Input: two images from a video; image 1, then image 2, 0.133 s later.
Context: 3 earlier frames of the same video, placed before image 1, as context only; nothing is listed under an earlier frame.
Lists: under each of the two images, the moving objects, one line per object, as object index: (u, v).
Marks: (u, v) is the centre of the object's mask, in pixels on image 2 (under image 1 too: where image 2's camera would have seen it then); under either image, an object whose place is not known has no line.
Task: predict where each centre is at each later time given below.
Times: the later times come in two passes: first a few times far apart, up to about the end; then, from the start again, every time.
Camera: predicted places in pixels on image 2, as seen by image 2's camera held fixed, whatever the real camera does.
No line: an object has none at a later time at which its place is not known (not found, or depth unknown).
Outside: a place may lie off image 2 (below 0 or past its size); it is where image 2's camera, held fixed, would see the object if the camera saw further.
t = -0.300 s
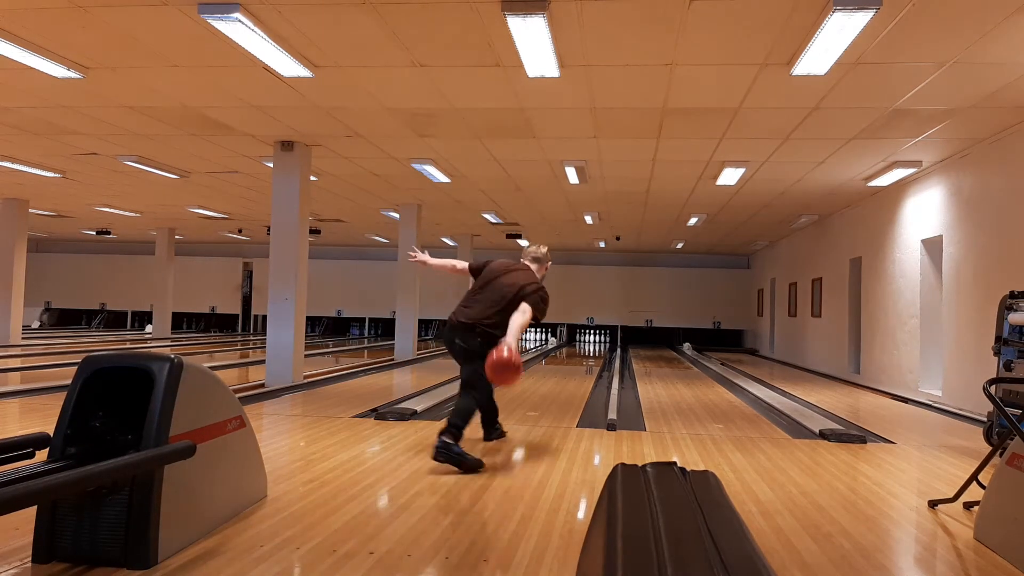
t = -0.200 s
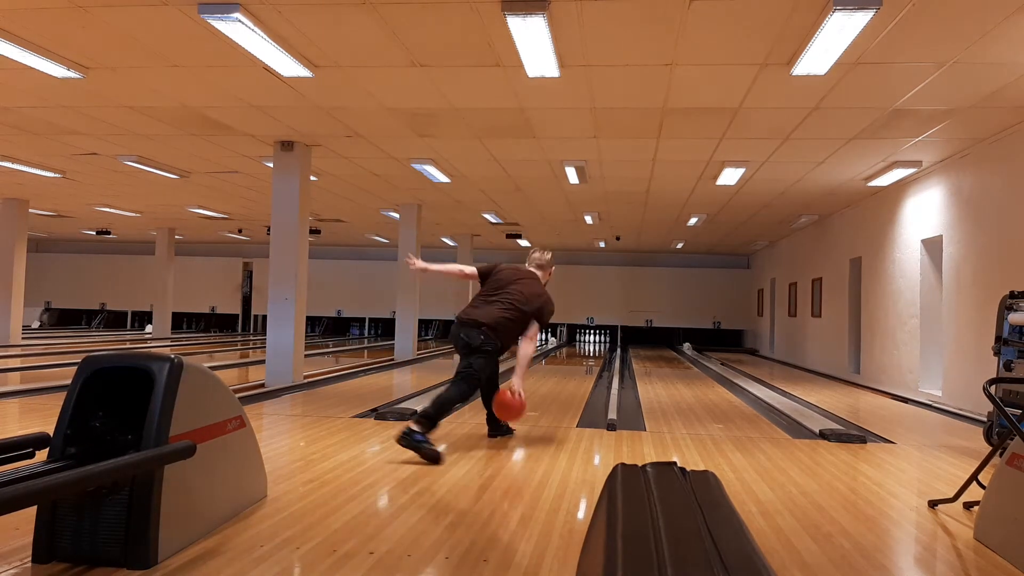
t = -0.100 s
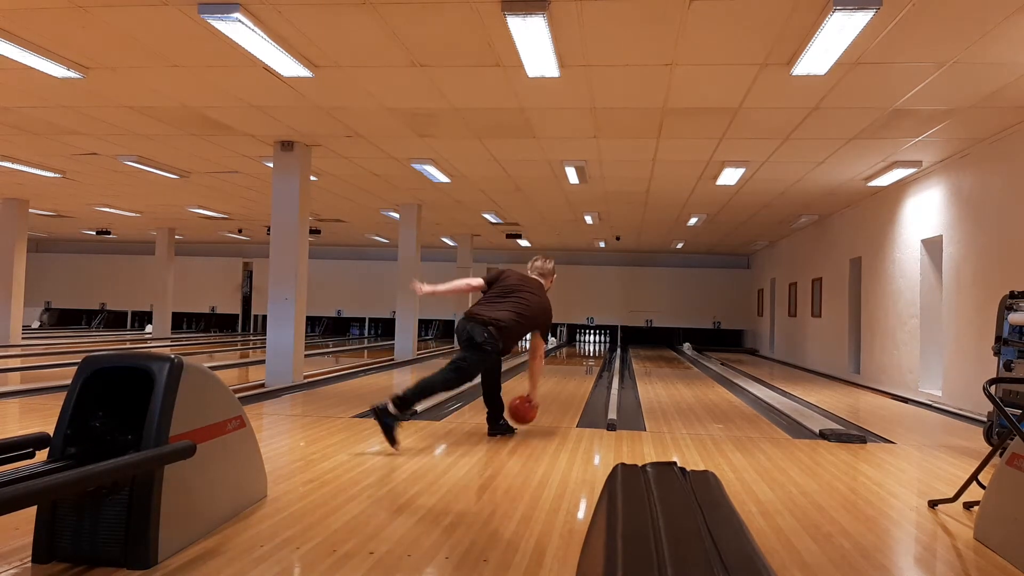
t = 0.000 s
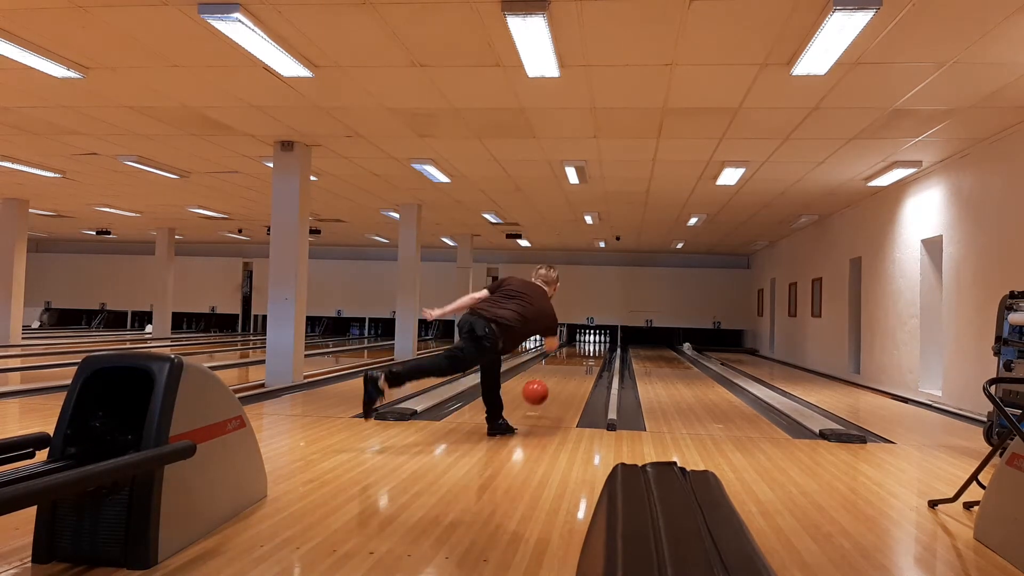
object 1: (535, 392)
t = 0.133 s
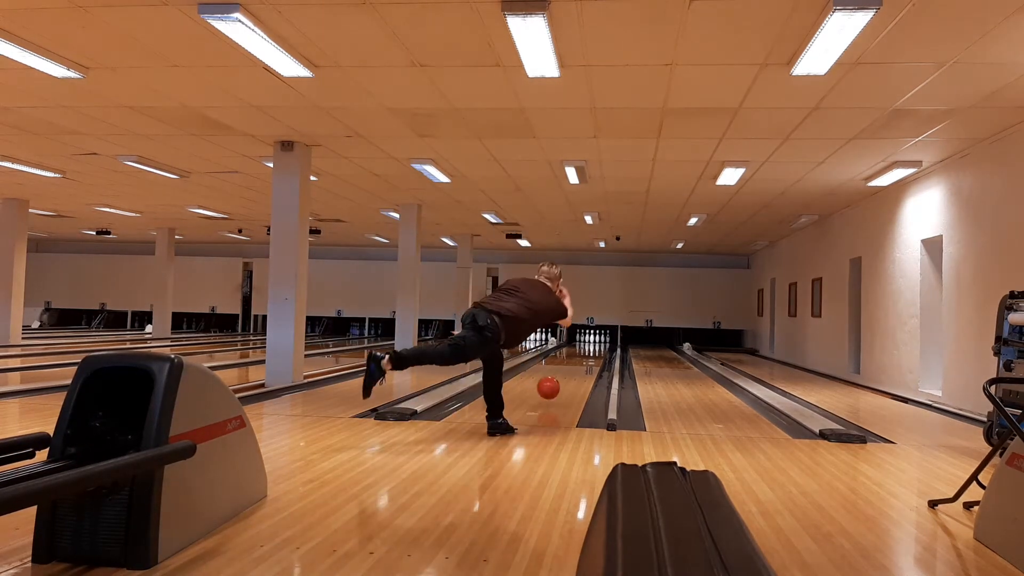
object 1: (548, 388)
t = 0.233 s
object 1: (556, 385)
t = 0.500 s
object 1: (571, 373)
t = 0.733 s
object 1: (580, 365)
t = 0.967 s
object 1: (586, 359)
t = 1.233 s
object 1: (590, 354)
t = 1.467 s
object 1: (594, 350)
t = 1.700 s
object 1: (596, 347)
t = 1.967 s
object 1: (597, 344)
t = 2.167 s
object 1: (597, 343)
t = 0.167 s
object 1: (551, 389)
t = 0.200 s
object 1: (553, 388)
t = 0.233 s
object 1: (556, 385)
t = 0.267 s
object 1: (558, 383)
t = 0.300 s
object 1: (560, 383)
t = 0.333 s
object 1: (562, 381)
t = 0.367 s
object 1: (564, 379)
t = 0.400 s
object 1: (566, 378)
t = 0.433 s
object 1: (568, 376)
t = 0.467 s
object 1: (569, 375)
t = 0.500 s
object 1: (571, 373)
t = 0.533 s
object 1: (572, 372)
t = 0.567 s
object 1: (573, 371)
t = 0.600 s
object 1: (575, 369)
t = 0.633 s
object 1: (576, 368)
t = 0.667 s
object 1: (577, 367)
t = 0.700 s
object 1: (578, 366)
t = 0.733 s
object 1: (580, 365)
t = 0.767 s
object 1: (581, 364)
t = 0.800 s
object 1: (582, 363)
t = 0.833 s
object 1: (583, 362)
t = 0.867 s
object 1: (583, 361)
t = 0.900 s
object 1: (584, 361)
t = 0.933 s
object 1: (585, 360)
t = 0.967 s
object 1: (586, 359)
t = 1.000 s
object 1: (586, 358)
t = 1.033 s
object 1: (587, 358)
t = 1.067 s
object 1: (587, 357)
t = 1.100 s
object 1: (588, 356)
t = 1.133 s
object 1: (589, 355)
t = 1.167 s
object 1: (589, 355)
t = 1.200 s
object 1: (590, 354)
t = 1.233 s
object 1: (590, 354)
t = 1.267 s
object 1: (592, 353)
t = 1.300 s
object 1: (592, 352)
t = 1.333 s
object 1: (592, 352)
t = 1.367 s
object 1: (593, 351)
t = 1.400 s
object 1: (593, 351)
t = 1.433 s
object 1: (593, 350)
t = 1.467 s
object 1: (594, 350)
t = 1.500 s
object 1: (594, 350)
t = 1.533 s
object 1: (594, 349)
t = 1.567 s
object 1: (595, 349)
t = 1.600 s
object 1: (595, 348)
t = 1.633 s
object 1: (596, 348)
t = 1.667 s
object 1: (596, 347)
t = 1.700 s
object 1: (596, 347)
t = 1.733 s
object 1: (597, 347)
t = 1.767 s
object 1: (597, 346)
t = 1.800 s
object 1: (597, 346)
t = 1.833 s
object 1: (597, 345)
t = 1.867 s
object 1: (597, 345)
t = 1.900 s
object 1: (597, 345)
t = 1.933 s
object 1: (597, 345)
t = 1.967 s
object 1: (597, 344)
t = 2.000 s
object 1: (597, 344)
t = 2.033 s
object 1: (597, 344)
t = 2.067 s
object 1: (597, 344)
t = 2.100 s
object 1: (597, 344)
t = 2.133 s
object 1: (597, 343)
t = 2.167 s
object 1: (597, 343)
